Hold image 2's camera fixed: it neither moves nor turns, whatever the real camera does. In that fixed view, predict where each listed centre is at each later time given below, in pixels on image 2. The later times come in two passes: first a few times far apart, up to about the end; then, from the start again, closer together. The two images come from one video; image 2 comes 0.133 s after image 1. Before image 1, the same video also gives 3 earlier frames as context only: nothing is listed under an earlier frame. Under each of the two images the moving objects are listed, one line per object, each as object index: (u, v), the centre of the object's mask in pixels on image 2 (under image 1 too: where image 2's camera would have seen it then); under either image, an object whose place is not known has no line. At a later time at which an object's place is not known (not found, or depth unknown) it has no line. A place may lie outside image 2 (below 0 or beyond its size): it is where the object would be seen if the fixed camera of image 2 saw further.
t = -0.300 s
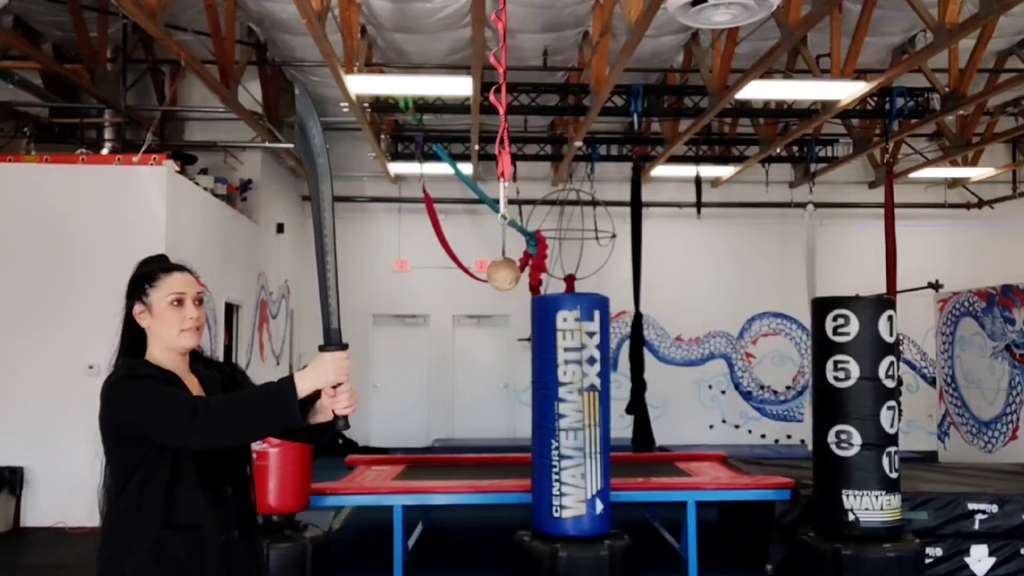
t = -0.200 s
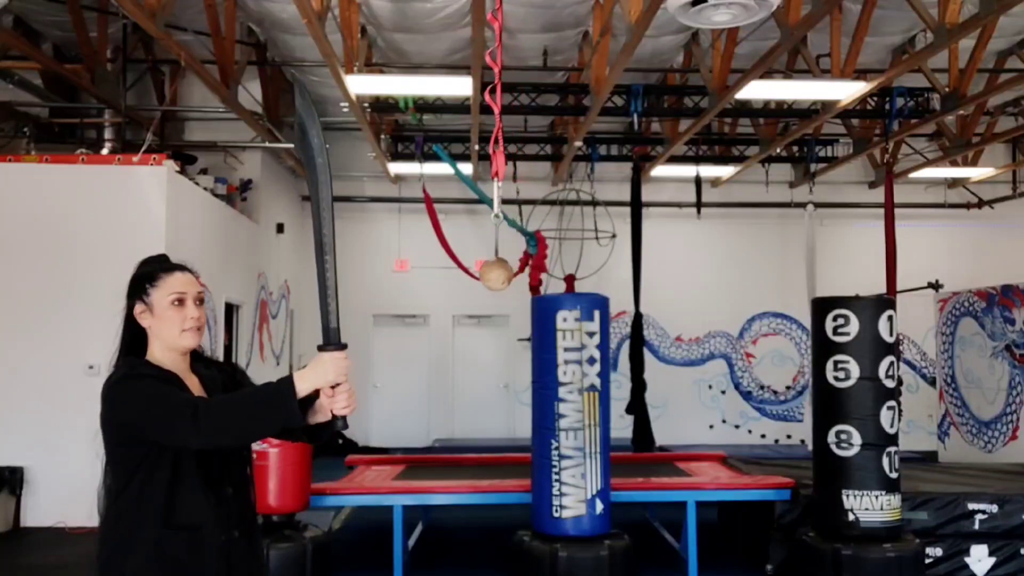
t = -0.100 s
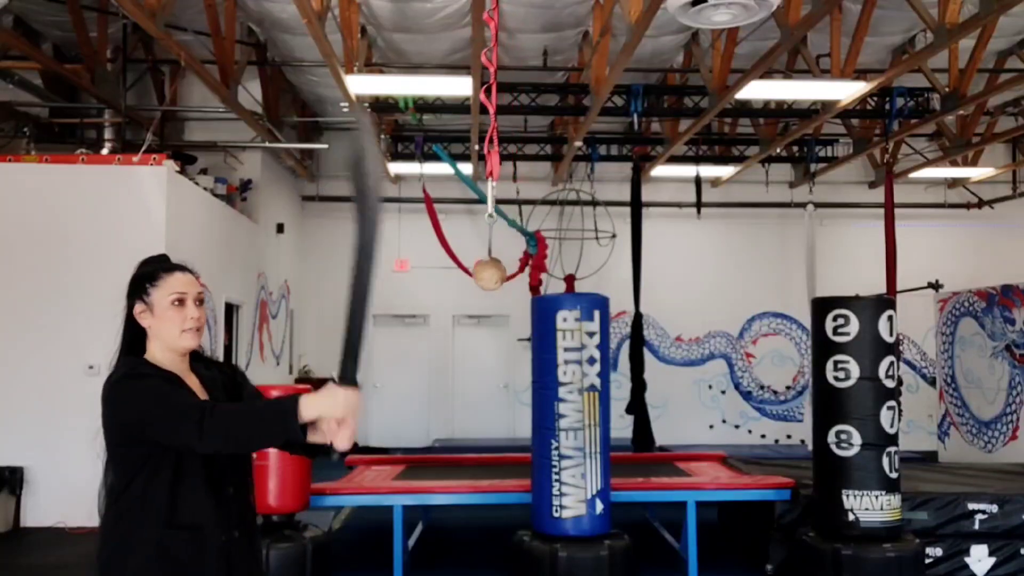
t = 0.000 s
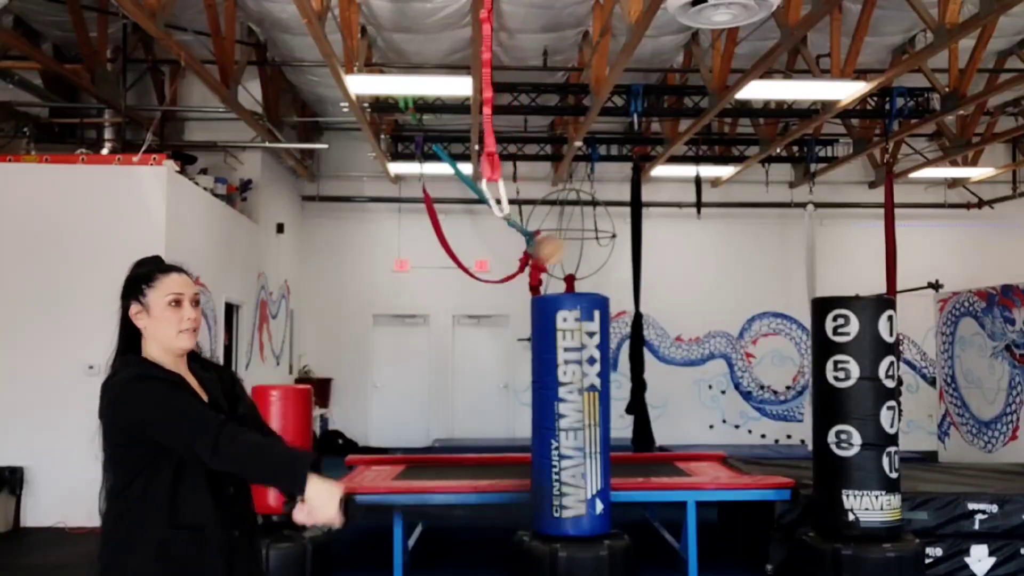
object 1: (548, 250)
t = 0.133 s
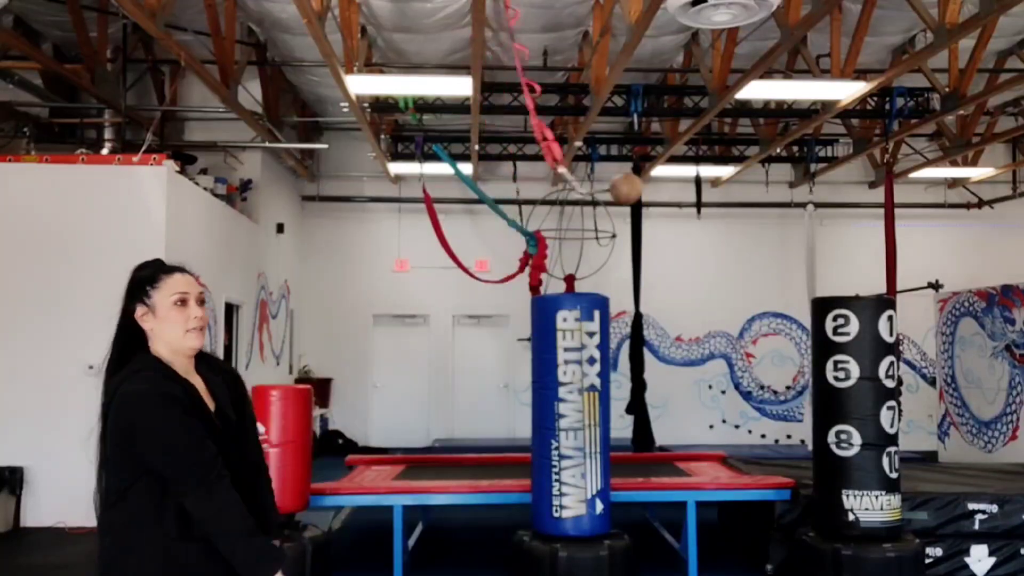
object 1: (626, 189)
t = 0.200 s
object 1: (655, 186)
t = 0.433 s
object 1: (697, 232)
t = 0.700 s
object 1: (695, 248)
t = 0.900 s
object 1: (656, 251)
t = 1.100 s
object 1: (566, 258)
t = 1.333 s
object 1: (449, 264)
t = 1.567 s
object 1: (286, 226)
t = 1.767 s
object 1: (228, 208)
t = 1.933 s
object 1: (256, 225)
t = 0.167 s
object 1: (641, 185)
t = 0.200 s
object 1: (655, 186)
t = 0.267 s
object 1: (683, 200)
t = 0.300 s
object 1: (694, 214)
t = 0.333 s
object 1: (702, 230)
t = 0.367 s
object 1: (703, 240)
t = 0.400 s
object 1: (700, 238)
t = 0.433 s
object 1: (697, 232)
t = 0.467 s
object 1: (694, 227)
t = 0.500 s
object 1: (693, 225)
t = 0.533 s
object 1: (692, 226)
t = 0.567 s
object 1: (692, 231)
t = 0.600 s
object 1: (693, 237)
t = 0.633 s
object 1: (694, 243)
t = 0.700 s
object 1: (695, 248)
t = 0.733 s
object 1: (692, 246)
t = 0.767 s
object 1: (687, 243)
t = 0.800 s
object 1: (681, 241)
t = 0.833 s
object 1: (674, 242)
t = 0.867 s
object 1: (666, 245)
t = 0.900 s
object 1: (656, 251)
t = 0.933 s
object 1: (644, 259)
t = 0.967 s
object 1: (631, 265)
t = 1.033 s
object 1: (598, 263)
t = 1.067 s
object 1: (582, 260)
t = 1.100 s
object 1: (566, 258)
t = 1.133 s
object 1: (551, 259)
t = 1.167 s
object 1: (535, 262)
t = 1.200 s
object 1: (520, 266)
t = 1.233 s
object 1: (505, 268)
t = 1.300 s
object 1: (470, 267)
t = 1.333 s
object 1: (449, 264)
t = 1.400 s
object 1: (403, 258)
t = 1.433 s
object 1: (379, 256)
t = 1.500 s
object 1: (329, 247)
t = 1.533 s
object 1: (307, 238)
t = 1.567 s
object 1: (286, 226)
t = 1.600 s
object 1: (269, 216)
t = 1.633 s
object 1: (256, 207)
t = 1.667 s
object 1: (245, 202)
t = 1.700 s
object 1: (237, 201)
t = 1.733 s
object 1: (231, 204)
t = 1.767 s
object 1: (228, 208)
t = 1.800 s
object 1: (230, 214)
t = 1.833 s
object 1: (235, 218)
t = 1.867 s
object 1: (241, 220)
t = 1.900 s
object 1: (248, 222)
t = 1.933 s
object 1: (256, 225)
